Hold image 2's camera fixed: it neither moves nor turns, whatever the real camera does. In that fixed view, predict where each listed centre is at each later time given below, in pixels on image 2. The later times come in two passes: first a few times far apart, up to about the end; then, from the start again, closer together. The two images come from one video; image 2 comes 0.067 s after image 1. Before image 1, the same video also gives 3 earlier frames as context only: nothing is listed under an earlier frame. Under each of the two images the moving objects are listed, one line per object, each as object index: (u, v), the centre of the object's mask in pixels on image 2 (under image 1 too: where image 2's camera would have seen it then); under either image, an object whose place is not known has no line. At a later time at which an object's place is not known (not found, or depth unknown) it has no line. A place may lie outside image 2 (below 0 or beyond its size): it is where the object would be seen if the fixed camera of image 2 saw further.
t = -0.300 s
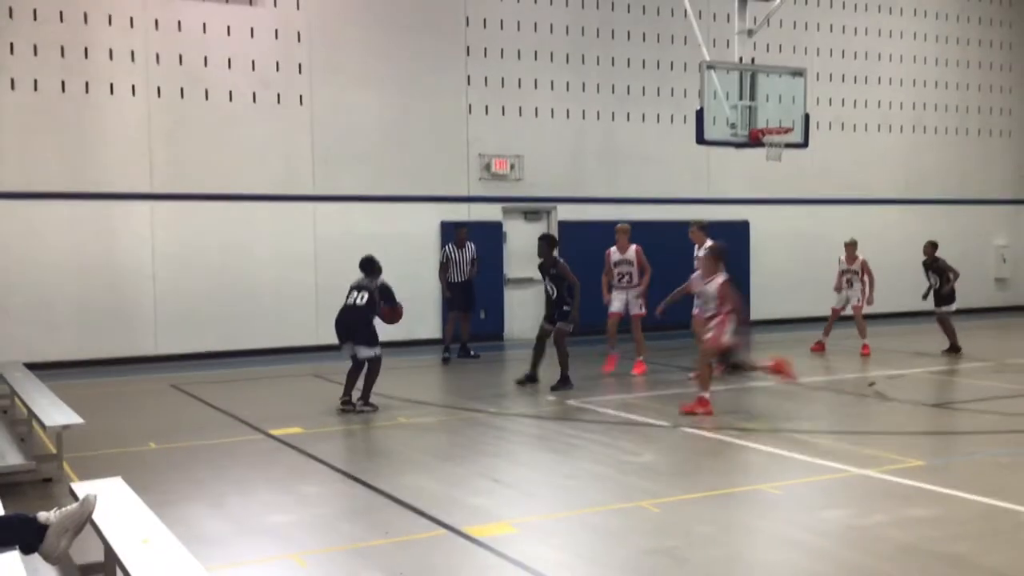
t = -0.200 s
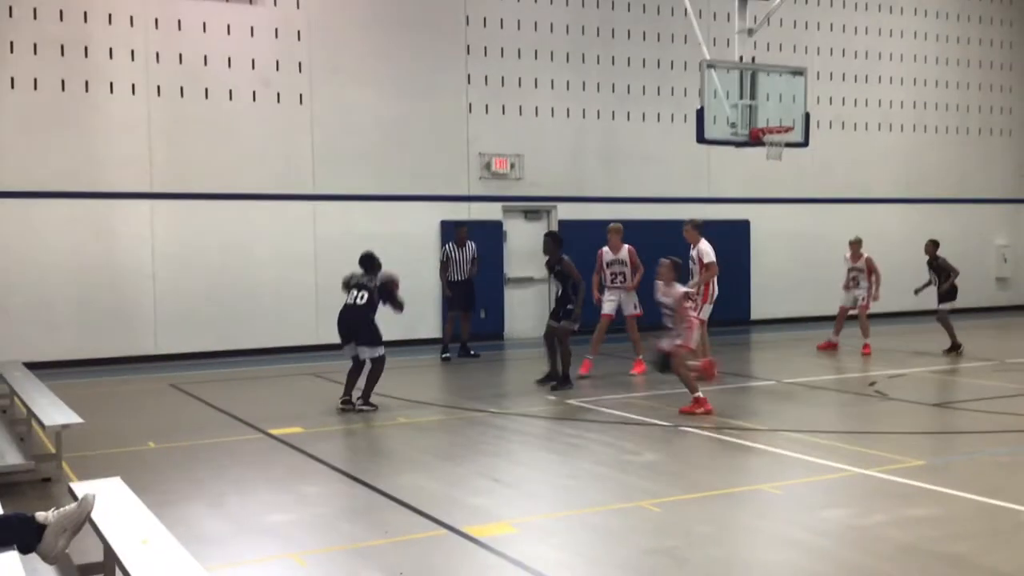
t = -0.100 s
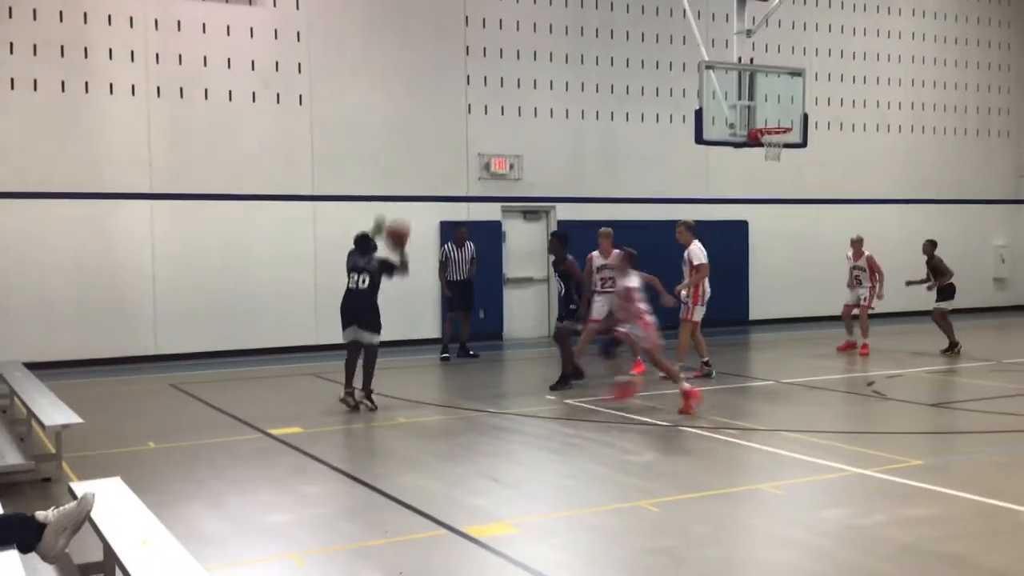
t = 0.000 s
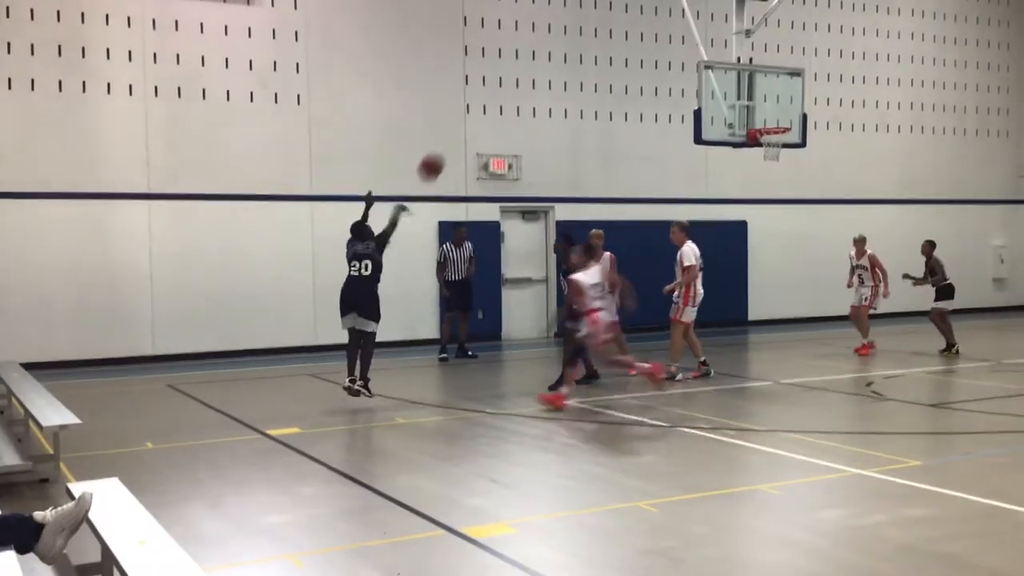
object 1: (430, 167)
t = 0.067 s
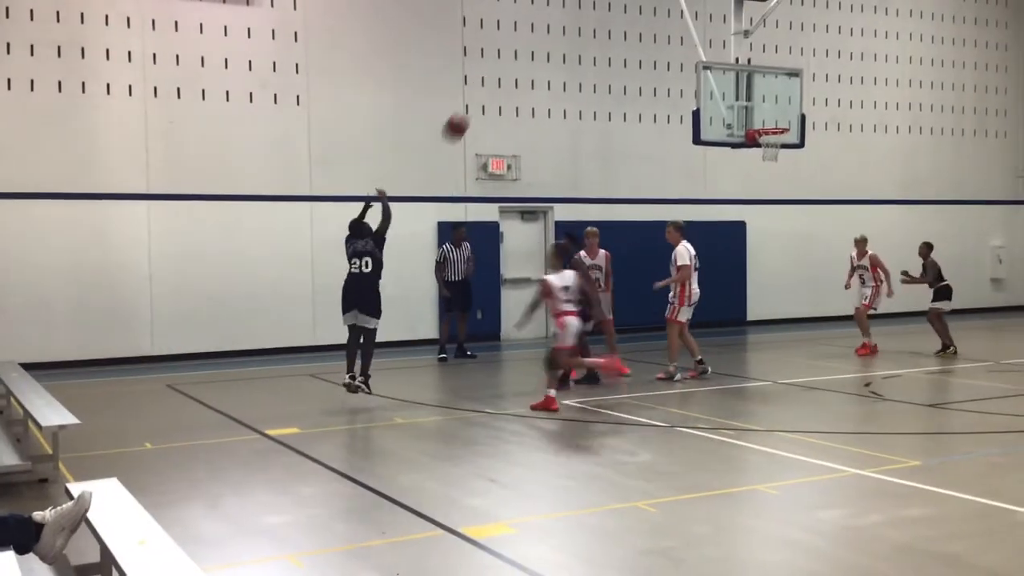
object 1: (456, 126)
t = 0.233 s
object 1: (515, 49)
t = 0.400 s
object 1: (570, 5)
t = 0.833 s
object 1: (697, 2)
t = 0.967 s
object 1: (730, 21)
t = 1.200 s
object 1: (784, 97)
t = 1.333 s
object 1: (813, 154)
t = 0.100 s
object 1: (468, 109)
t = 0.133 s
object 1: (480, 91)
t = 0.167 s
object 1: (492, 76)
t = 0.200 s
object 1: (504, 61)
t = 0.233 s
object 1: (515, 49)
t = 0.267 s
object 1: (527, 37)
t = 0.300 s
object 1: (538, 26)
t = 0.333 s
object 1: (549, 16)
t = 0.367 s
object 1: (559, 9)
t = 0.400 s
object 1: (570, 5)
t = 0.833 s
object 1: (697, 2)
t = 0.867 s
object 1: (706, 4)
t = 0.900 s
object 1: (714, 8)
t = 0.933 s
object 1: (722, 13)
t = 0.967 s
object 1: (730, 21)
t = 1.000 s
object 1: (739, 31)
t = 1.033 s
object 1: (747, 40)
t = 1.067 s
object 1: (755, 50)
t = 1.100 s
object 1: (762, 60)
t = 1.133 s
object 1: (770, 72)
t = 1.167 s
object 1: (777, 84)
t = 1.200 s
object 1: (784, 97)
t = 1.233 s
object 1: (792, 109)
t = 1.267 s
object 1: (798, 122)
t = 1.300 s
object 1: (808, 138)
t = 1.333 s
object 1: (813, 154)
